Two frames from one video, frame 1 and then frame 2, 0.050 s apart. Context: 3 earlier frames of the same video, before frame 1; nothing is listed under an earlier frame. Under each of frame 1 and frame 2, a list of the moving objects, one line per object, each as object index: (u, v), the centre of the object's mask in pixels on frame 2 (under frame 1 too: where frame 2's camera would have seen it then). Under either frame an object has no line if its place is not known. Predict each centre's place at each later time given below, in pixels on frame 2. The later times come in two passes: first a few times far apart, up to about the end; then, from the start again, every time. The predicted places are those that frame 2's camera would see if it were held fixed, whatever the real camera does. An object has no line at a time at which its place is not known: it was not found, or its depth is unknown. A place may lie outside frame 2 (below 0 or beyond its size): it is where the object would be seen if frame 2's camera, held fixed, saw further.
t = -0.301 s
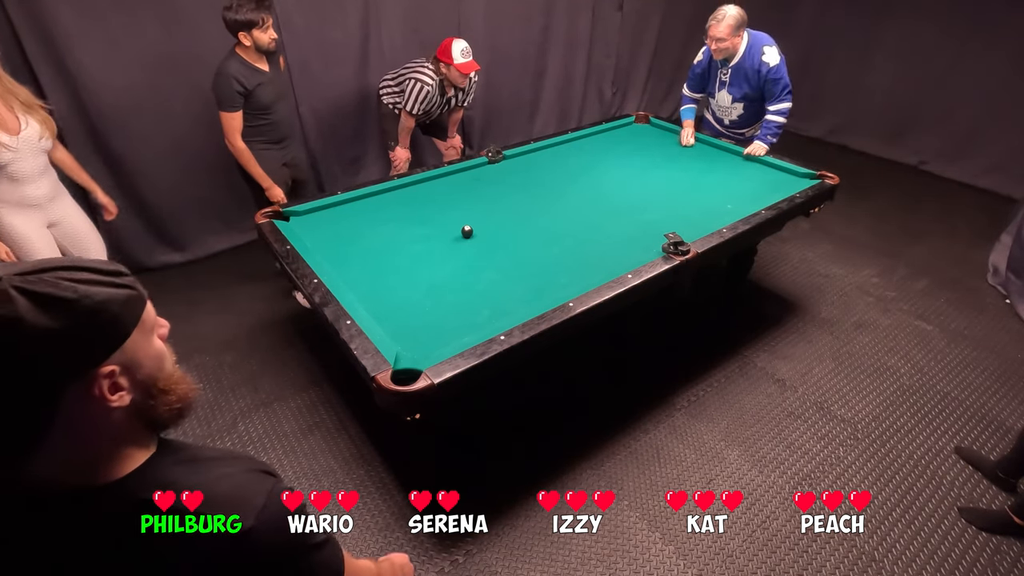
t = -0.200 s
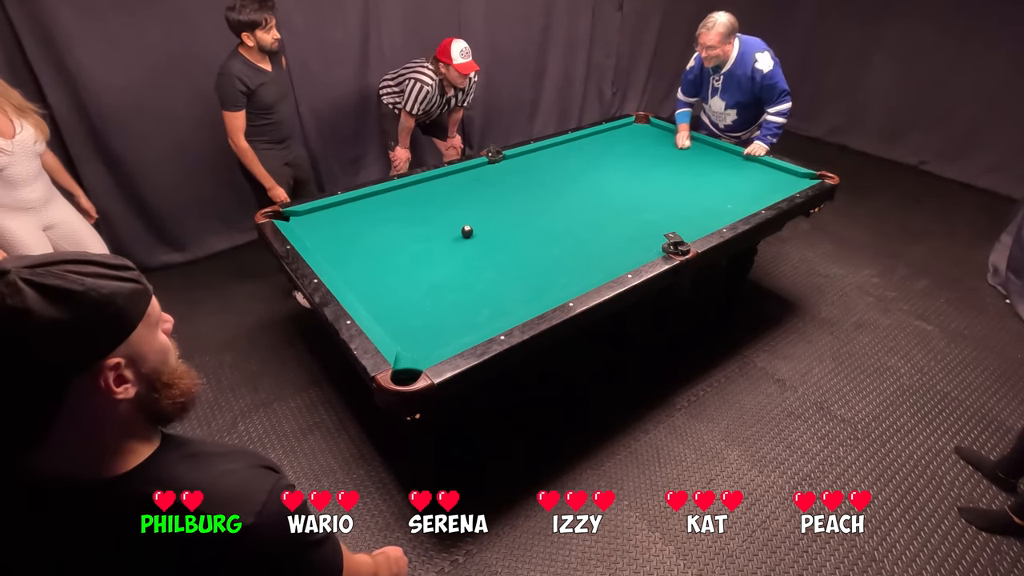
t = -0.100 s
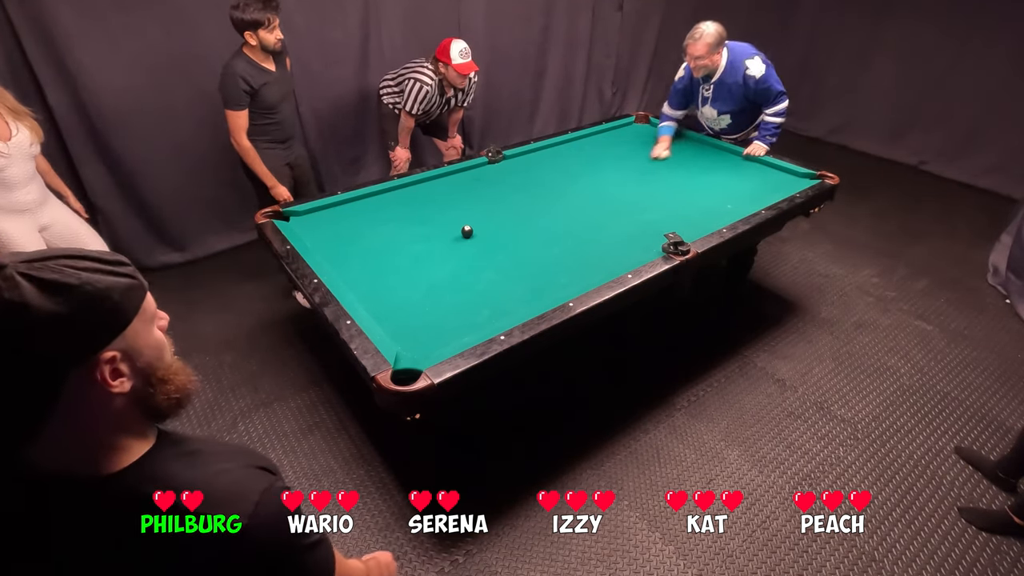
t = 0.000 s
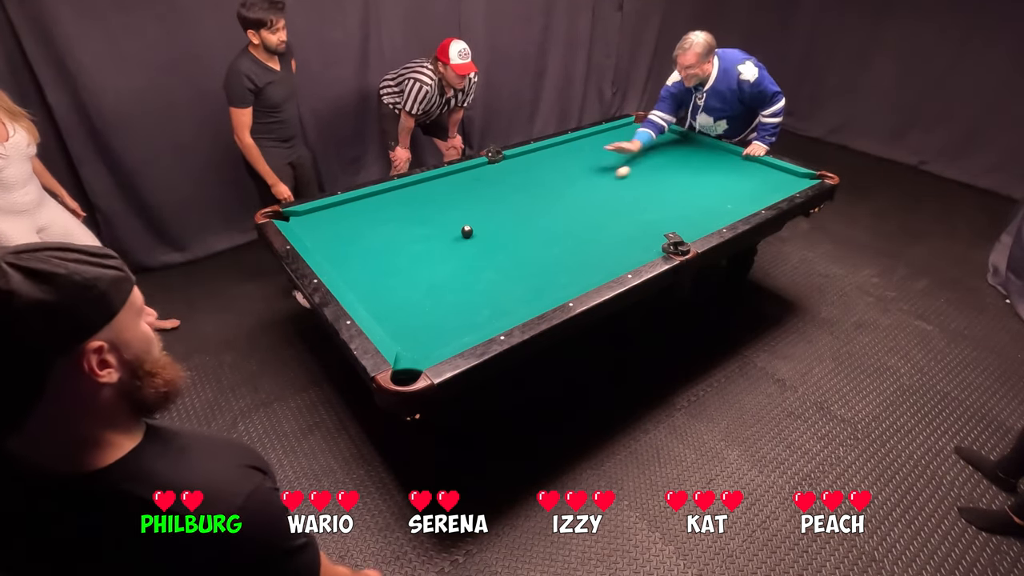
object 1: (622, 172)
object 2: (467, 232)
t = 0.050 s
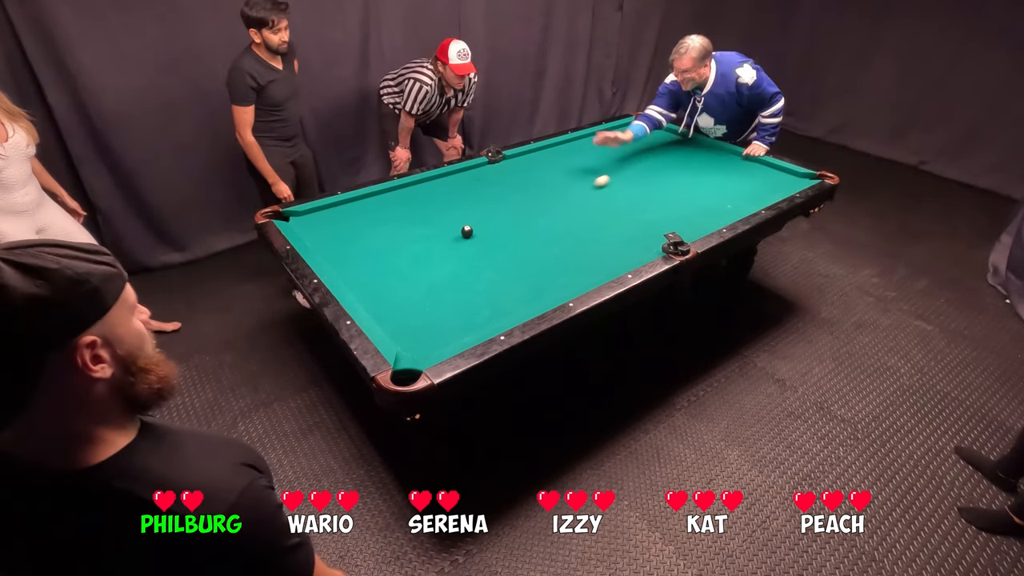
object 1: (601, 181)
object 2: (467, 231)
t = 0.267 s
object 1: (500, 224)
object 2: (467, 232)
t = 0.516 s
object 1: (378, 292)
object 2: (448, 225)
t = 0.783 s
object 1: (468, 278)
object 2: (427, 219)
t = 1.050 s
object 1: (552, 262)
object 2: (409, 212)
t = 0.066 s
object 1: (594, 184)
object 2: (466, 232)
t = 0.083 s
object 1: (587, 187)
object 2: (466, 232)
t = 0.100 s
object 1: (579, 191)
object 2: (466, 232)
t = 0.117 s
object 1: (572, 194)
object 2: (466, 232)
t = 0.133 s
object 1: (564, 197)
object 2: (466, 232)
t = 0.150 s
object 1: (556, 200)
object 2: (467, 232)
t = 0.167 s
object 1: (549, 204)
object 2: (466, 232)
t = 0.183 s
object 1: (541, 207)
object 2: (467, 232)
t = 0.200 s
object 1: (533, 211)
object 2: (467, 231)
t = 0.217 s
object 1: (525, 214)
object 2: (467, 232)
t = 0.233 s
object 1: (517, 218)
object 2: (467, 231)
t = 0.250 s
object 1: (509, 221)
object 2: (467, 232)
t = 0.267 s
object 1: (500, 224)
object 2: (467, 232)
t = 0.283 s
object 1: (492, 228)
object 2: (467, 232)
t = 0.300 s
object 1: (484, 231)
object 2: (467, 231)
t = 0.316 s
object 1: (476, 235)
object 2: (465, 231)
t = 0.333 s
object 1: (468, 240)
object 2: (464, 230)
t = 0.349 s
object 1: (461, 244)
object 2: (463, 230)
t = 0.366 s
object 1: (454, 248)
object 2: (461, 230)
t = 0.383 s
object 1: (446, 253)
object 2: (459, 229)
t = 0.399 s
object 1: (438, 258)
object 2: (458, 229)
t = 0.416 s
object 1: (431, 262)
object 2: (456, 228)
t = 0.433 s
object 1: (422, 267)
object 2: (455, 228)
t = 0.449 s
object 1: (414, 272)
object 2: (454, 227)
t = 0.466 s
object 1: (405, 276)
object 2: (452, 227)
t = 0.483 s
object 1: (397, 281)
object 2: (451, 226)
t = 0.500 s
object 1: (387, 287)
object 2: (450, 226)
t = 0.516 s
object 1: (378, 292)
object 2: (448, 225)
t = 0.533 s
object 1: (368, 298)
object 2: (447, 225)
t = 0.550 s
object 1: (365, 301)
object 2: (445, 224)
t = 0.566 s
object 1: (372, 299)
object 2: (444, 224)
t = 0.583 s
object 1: (381, 297)
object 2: (443, 224)
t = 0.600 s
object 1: (389, 296)
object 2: (441, 223)
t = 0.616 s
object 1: (398, 293)
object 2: (440, 223)
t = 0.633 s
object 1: (406, 292)
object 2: (439, 223)
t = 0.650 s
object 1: (414, 290)
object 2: (437, 222)
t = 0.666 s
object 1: (421, 288)
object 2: (436, 222)
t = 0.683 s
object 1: (429, 286)
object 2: (435, 221)
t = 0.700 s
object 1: (436, 285)
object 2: (434, 220)
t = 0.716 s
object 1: (442, 283)
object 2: (432, 220)
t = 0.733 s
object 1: (449, 282)
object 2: (431, 219)
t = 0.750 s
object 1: (456, 280)
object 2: (430, 219)
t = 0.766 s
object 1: (462, 279)
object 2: (428, 219)
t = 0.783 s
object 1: (468, 278)
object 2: (427, 219)
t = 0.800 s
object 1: (474, 276)
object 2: (426, 218)
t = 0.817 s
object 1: (480, 275)
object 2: (425, 218)
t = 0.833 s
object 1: (485, 274)
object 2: (424, 217)
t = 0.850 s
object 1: (490, 273)
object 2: (423, 217)
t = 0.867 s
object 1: (496, 272)
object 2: (421, 216)
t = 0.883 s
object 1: (501, 271)
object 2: (420, 216)
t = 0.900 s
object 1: (506, 271)
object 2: (419, 215)
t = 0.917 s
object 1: (511, 270)
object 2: (418, 215)
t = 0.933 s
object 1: (516, 268)
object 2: (416, 215)
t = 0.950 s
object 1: (522, 268)
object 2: (415, 214)
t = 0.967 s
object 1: (527, 267)
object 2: (414, 214)
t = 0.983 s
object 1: (532, 266)
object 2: (413, 214)
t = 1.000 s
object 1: (537, 265)
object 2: (412, 213)
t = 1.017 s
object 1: (542, 264)
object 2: (411, 213)
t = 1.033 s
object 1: (547, 263)
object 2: (410, 213)
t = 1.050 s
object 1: (552, 262)
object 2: (409, 212)
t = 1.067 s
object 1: (557, 261)
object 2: (408, 212)
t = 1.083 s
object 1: (562, 260)
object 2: (406, 211)
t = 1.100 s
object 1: (566, 259)
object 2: (405, 211)
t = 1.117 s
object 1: (571, 258)
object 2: (404, 211)
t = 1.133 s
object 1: (576, 257)
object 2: (403, 210)
